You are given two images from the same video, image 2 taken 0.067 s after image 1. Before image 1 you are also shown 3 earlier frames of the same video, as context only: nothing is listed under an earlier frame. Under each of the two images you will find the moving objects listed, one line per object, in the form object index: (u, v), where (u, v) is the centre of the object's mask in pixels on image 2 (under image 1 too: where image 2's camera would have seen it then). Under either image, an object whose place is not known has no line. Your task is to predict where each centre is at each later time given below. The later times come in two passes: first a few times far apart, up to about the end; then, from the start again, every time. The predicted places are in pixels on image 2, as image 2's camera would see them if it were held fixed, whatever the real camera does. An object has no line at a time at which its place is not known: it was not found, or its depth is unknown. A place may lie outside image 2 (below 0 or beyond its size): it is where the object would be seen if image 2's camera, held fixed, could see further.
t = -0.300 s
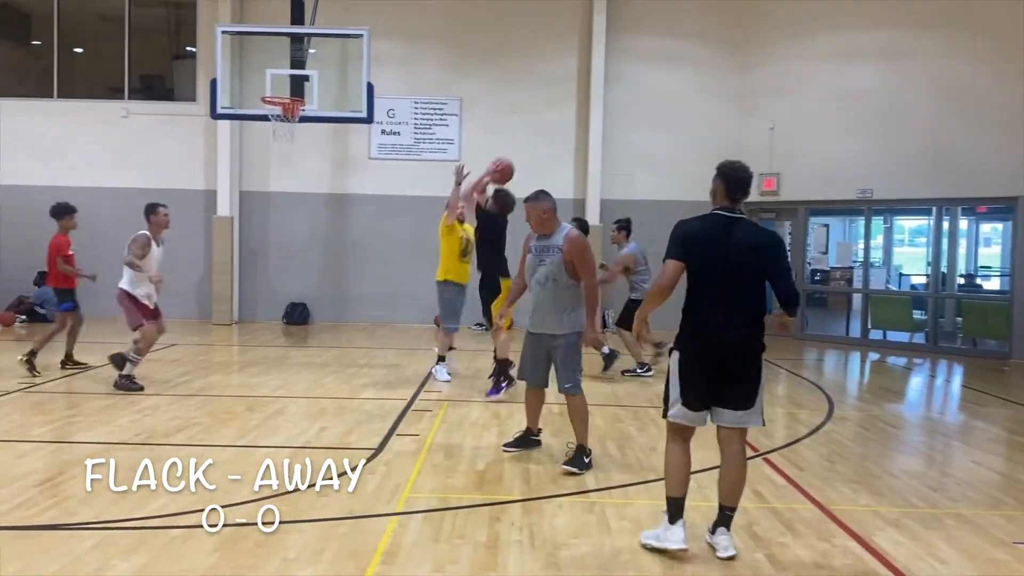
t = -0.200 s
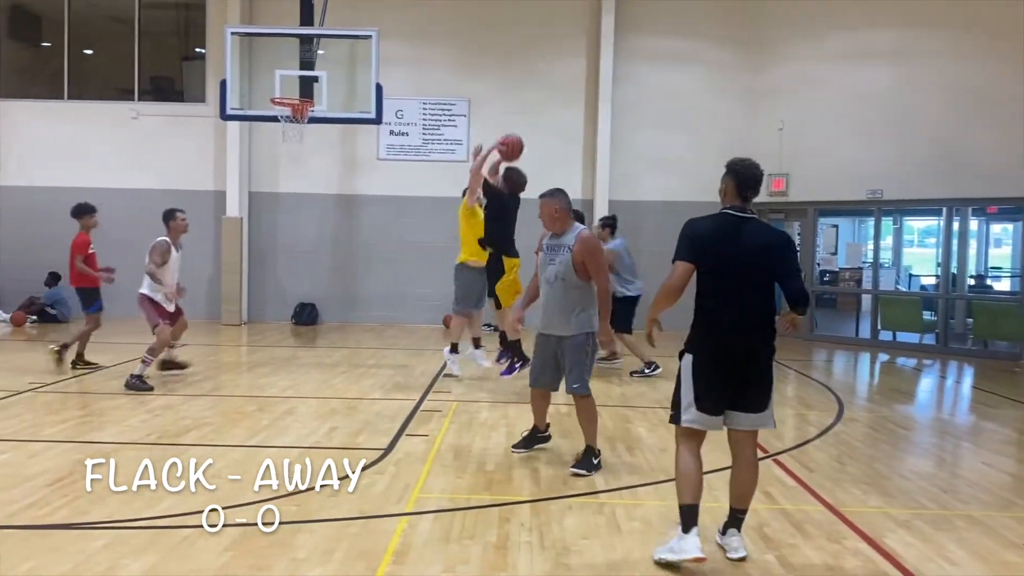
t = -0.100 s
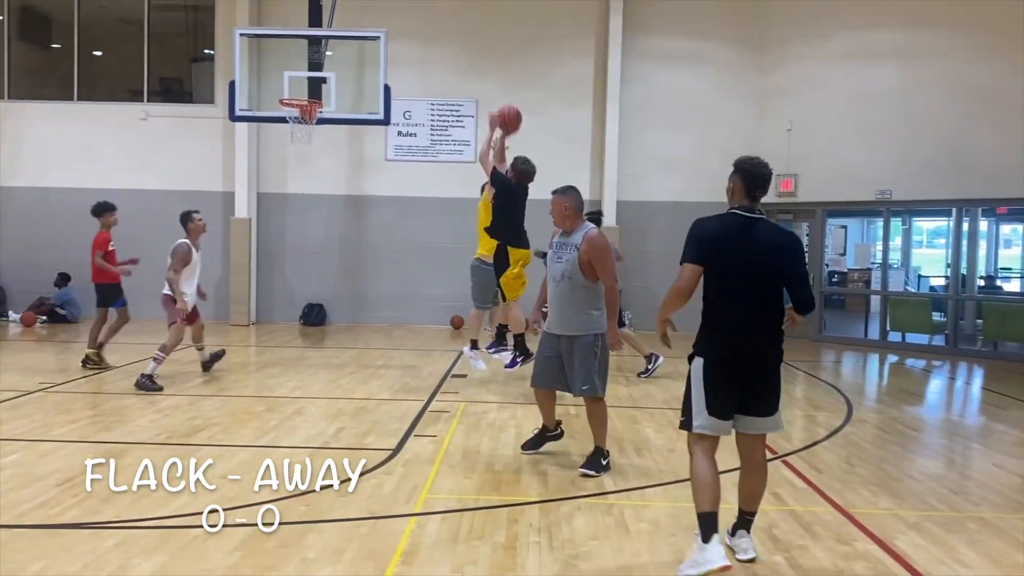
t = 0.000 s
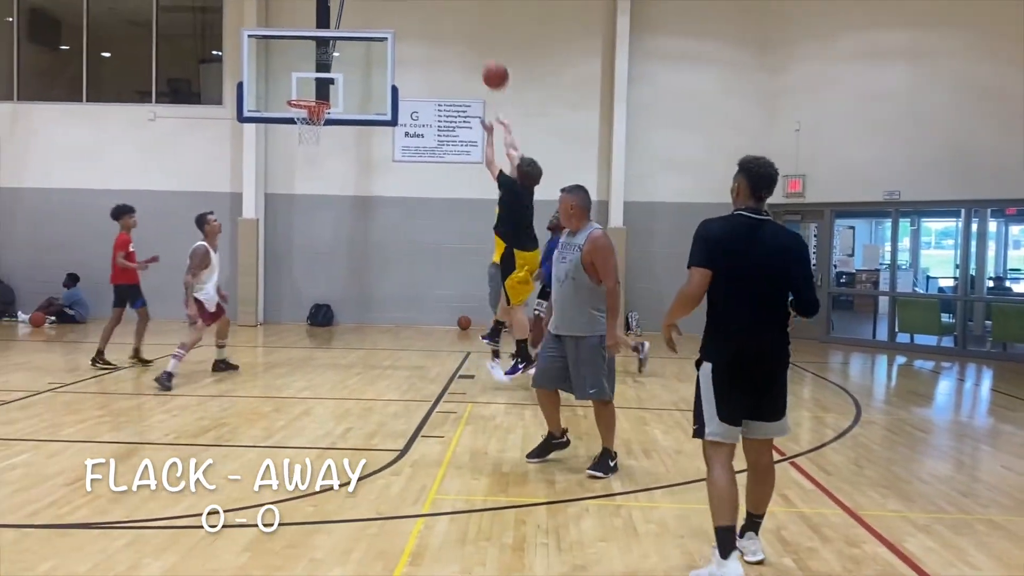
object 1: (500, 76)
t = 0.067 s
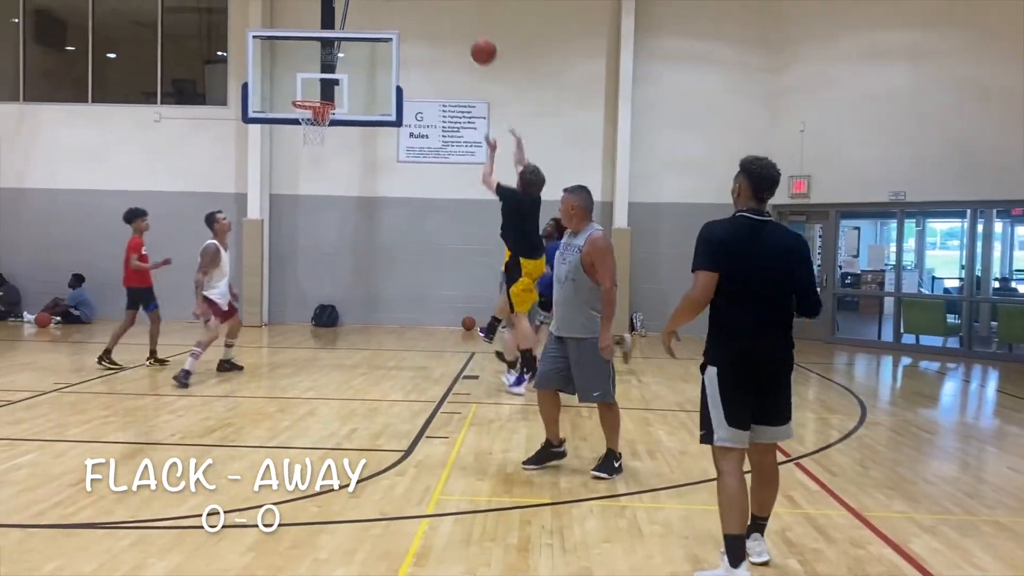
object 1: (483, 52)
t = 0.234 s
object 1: (446, 13)
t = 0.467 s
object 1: (399, 11)
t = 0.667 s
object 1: (363, 47)
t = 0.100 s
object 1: (476, 41)
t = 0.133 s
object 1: (468, 32)
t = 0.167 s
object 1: (460, 24)
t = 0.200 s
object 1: (453, 18)
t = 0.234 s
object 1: (446, 13)
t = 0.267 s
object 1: (439, 10)
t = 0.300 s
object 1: (432, 8)
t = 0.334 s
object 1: (425, 7)
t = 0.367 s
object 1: (418, 7)
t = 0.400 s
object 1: (411, 7)
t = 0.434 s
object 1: (405, 8)
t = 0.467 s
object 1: (399, 11)
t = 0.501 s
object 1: (393, 14)
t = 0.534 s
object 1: (387, 19)
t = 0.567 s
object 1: (380, 25)
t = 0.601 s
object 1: (374, 31)
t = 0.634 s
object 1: (368, 39)
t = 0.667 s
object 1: (363, 47)
